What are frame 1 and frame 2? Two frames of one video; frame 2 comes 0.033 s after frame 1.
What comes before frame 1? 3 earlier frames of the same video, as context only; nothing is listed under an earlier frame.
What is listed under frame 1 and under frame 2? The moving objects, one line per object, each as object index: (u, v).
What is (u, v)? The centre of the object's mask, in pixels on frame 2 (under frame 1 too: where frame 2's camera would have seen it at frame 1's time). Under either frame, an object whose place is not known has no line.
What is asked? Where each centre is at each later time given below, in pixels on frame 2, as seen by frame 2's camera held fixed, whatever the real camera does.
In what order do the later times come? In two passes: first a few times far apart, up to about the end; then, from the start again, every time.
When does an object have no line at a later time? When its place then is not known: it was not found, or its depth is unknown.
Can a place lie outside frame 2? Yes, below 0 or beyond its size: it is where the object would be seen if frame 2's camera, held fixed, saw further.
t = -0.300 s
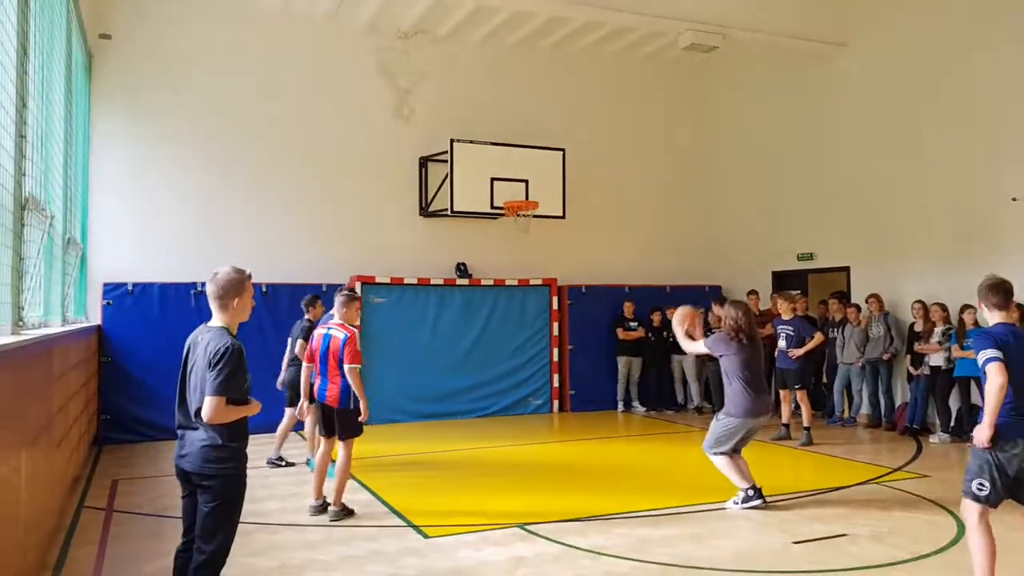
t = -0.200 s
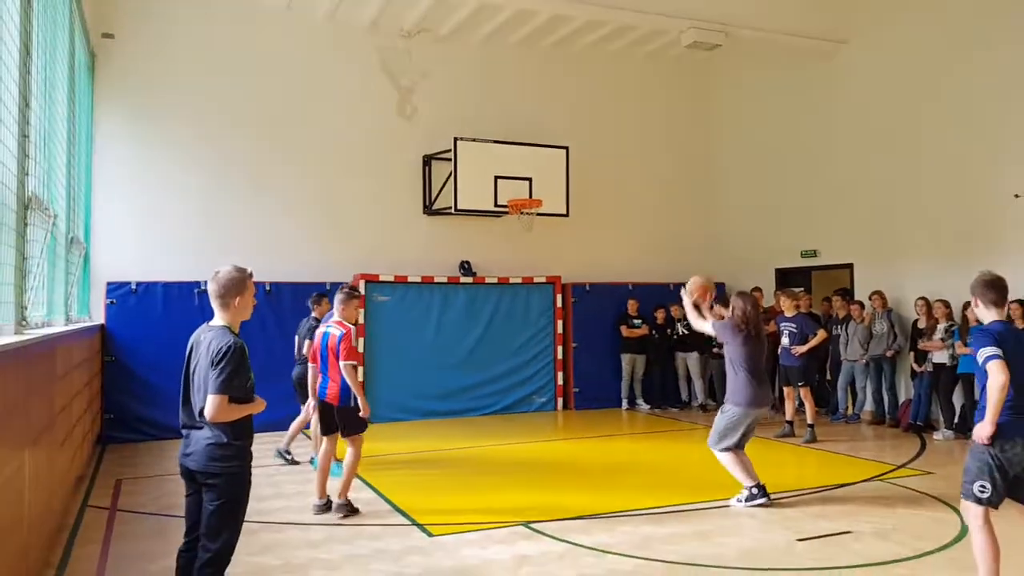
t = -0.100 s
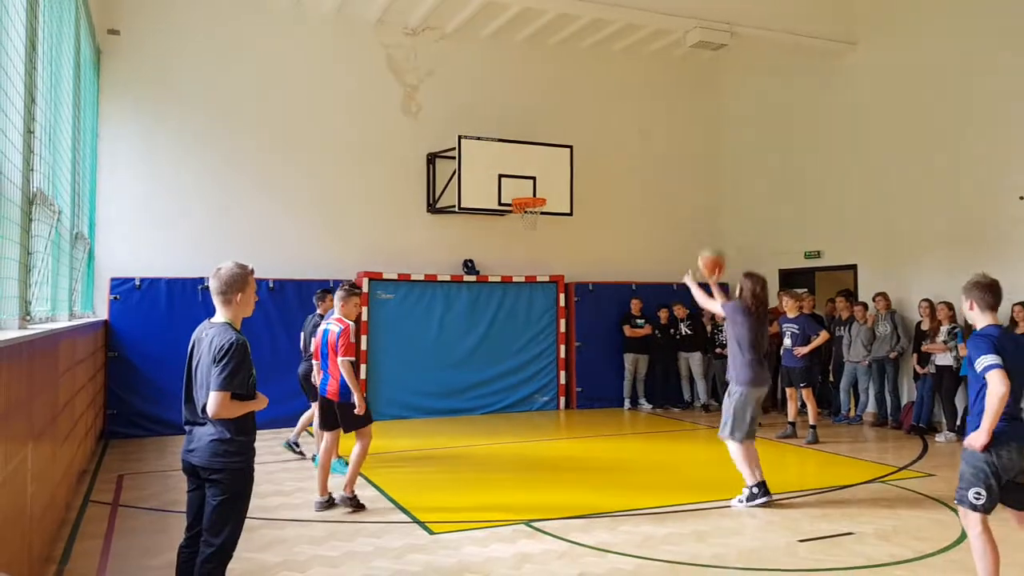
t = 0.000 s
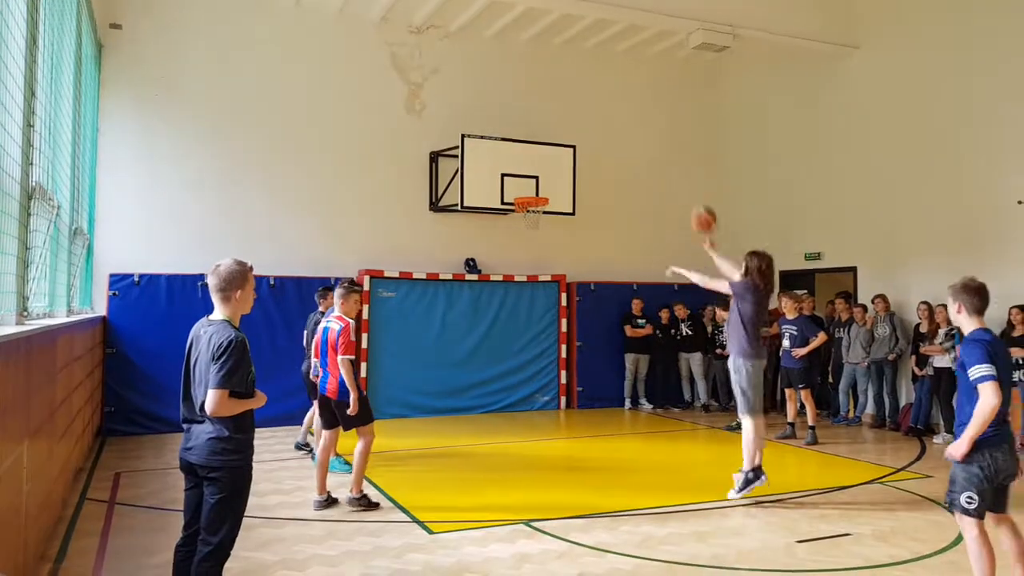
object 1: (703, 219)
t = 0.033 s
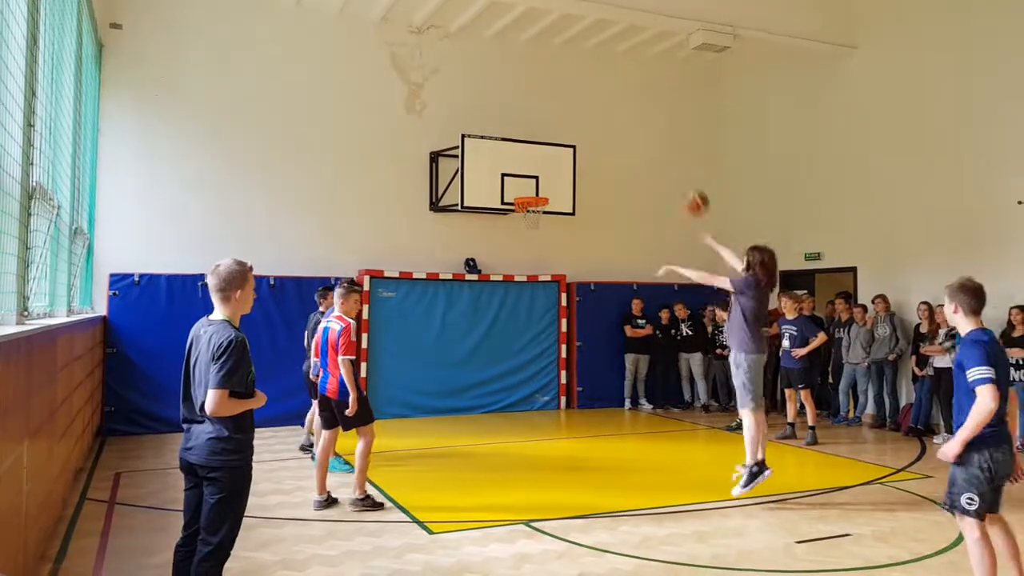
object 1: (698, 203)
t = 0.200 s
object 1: (656, 140)
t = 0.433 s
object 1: (610, 105)
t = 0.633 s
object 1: (580, 114)
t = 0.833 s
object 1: (554, 153)
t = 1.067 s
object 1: (522, 183)
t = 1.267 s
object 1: (487, 167)
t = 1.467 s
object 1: (449, 182)
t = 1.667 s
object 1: (408, 229)
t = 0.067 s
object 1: (687, 186)
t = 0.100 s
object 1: (679, 173)
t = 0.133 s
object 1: (670, 160)
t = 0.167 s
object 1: (663, 149)
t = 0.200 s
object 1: (656, 140)
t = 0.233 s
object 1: (648, 132)
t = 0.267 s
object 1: (641, 125)
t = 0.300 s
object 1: (635, 118)
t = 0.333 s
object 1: (628, 113)
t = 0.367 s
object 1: (622, 109)
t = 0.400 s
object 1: (615, 107)
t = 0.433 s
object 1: (610, 105)
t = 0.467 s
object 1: (605, 105)
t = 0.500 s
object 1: (600, 104)
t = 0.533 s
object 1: (595, 106)
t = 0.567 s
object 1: (589, 108)
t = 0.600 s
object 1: (584, 111)
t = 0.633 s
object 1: (580, 114)
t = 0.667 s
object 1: (575, 119)
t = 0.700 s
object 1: (571, 124)
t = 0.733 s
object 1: (566, 130)
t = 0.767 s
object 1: (562, 137)
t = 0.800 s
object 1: (559, 144)
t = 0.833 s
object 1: (554, 153)
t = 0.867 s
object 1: (550, 161)
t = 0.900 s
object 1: (546, 170)
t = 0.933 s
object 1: (542, 181)
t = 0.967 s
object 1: (538, 189)
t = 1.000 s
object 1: (533, 191)
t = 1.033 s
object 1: (528, 188)
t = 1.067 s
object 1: (522, 183)
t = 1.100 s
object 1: (517, 178)
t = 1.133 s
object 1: (511, 174)
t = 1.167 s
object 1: (504, 171)
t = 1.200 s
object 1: (499, 169)
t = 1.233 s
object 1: (492, 168)
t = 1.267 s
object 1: (487, 167)
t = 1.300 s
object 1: (481, 168)
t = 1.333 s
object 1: (474, 168)
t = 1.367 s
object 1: (468, 171)
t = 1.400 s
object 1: (462, 173)
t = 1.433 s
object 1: (455, 176)
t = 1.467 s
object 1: (449, 182)
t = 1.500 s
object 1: (442, 187)
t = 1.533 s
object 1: (437, 194)
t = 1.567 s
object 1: (430, 200)
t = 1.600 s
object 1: (423, 208)
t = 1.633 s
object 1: (416, 217)
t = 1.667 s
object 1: (408, 229)
